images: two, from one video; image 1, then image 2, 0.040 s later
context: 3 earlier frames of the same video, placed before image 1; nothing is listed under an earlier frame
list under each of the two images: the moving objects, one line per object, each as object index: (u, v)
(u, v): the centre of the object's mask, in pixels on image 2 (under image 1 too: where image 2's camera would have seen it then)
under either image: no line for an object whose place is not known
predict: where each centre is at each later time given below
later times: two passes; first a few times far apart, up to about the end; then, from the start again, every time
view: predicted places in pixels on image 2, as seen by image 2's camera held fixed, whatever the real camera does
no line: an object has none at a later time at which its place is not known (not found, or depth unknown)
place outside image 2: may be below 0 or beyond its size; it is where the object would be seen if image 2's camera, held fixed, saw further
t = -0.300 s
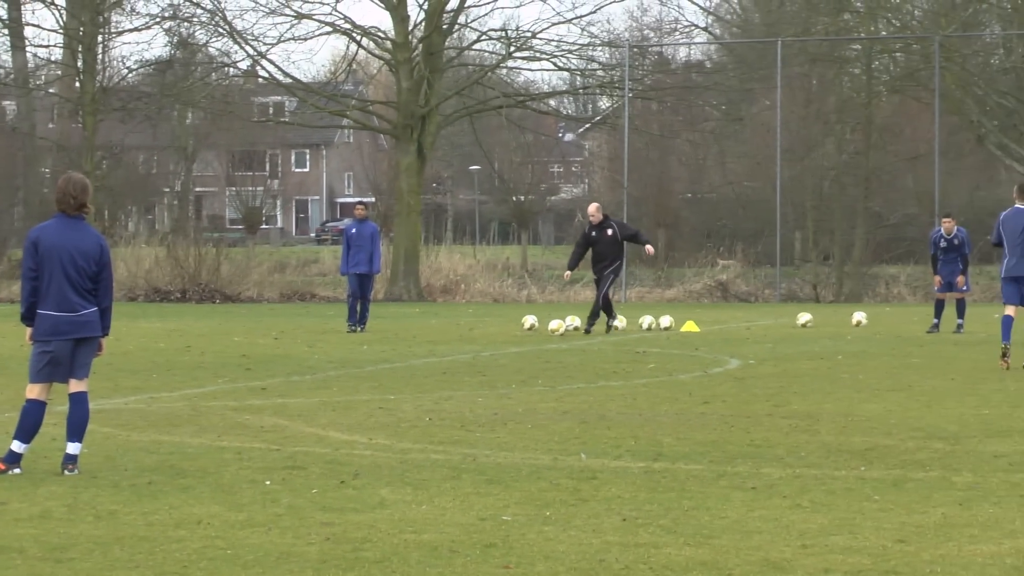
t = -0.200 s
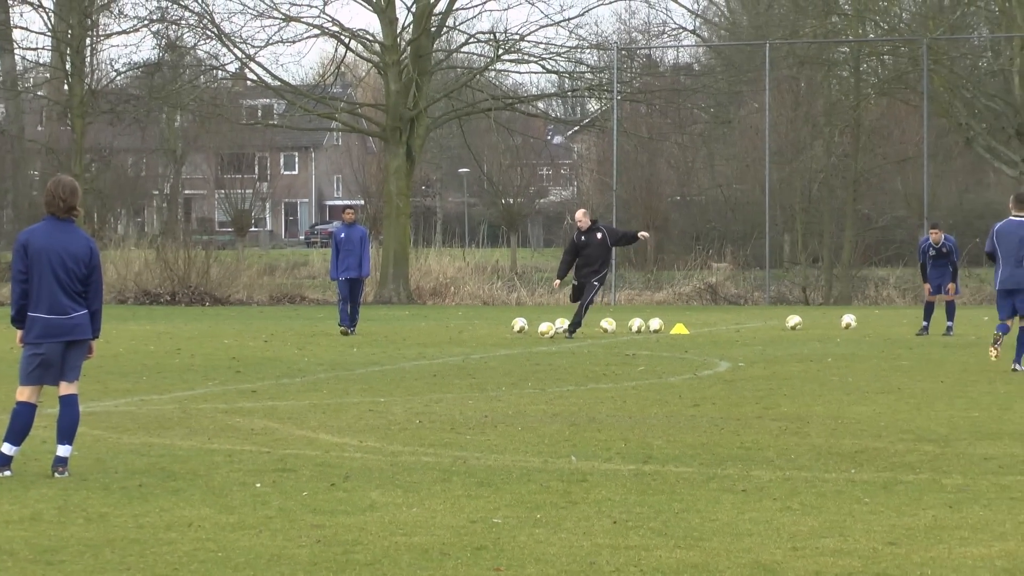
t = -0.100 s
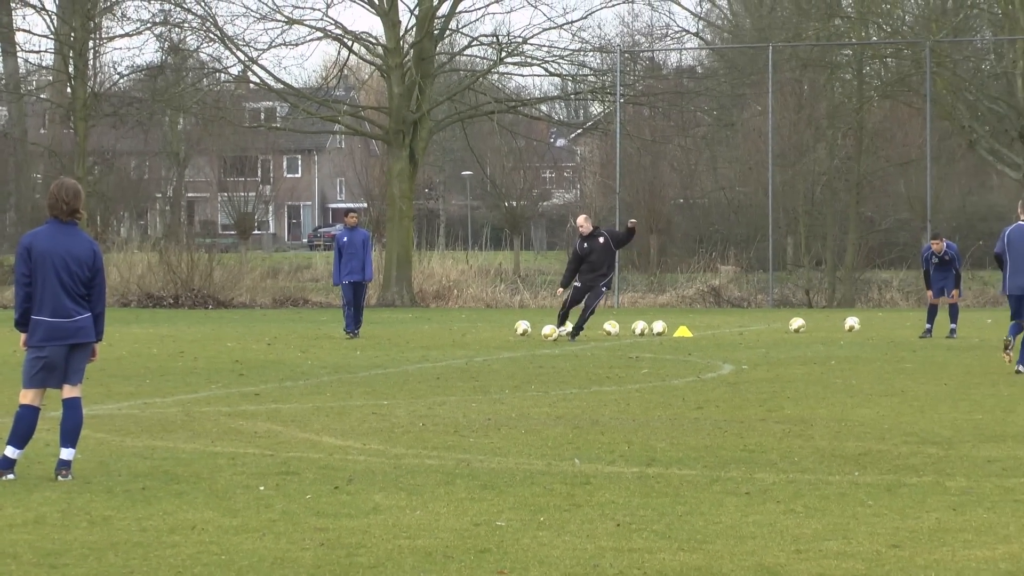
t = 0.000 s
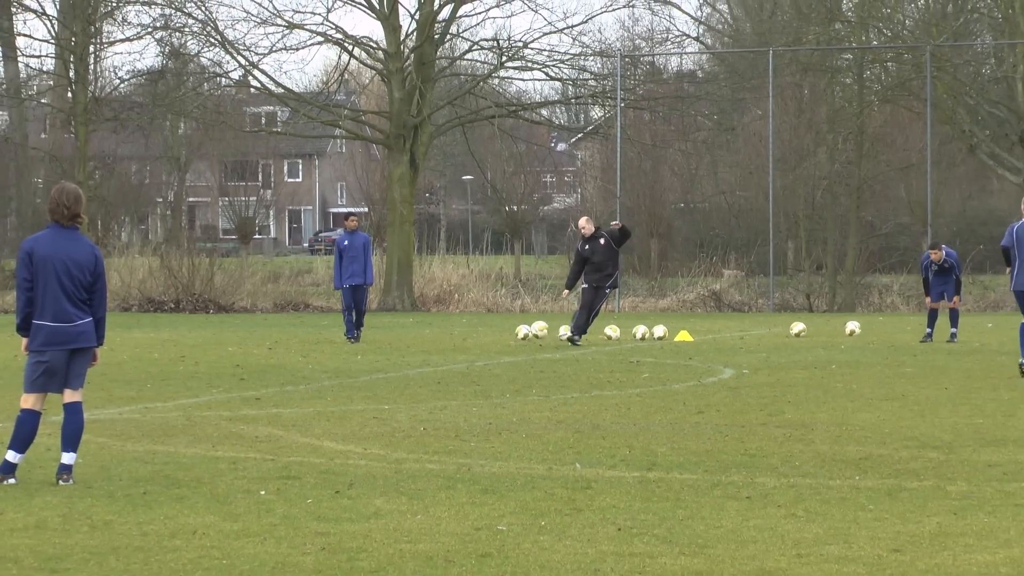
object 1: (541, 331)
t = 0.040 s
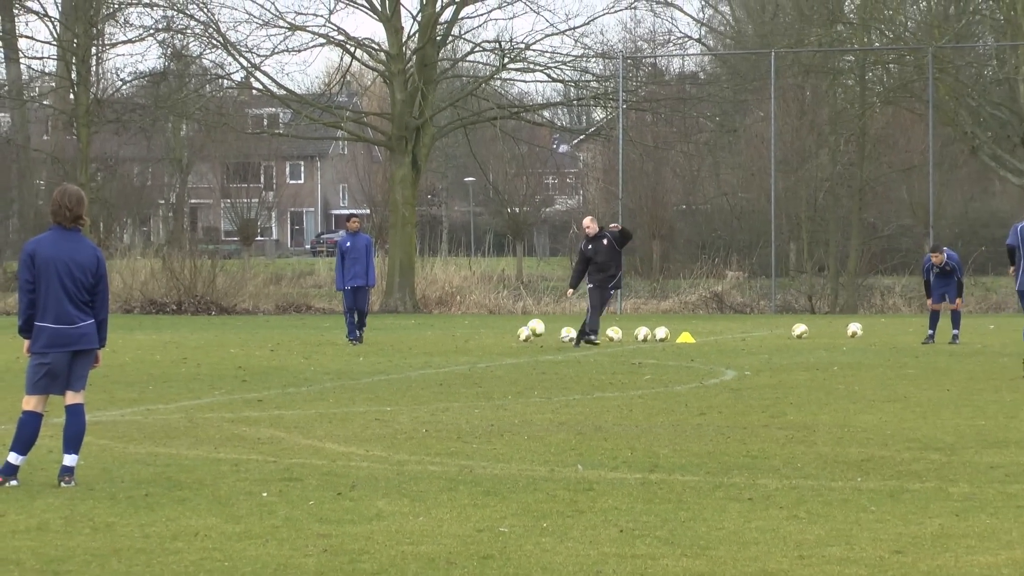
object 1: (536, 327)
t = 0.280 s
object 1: (505, 322)
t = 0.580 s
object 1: (477, 361)
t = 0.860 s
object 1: (460, 378)
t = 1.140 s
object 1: (452, 393)
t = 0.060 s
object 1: (533, 326)
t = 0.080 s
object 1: (531, 325)
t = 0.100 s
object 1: (528, 324)
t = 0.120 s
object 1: (525, 323)
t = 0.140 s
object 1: (523, 322)
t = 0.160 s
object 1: (520, 322)
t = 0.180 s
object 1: (517, 322)
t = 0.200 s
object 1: (515, 321)
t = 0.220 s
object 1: (512, 321)
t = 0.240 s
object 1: (510, 321)
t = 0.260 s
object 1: (508, 321)
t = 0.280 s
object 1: (505, 322)
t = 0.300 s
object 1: (503, 323)
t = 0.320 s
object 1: (501, 324)
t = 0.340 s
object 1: (499, 326)
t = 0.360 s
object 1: (497, 327)
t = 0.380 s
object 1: (495, 329)
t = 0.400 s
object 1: (493, 331)
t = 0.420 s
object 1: (491, 333)
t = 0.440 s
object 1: (489, 336)
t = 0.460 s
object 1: (488, 339)
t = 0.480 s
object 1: (486, 342)
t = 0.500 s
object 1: (484, 345)
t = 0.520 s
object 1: (482, 349)
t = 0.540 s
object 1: (480, 353)
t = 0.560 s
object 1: (478, 357)
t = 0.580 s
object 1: (477, 361)
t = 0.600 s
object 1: (475, 366)
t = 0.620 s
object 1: (474, 371)
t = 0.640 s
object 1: (472, 372)
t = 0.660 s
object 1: (471, 371)
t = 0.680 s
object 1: (470, 370)
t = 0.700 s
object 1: (468, 369)
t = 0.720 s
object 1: (467, 369)
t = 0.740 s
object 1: (466, 369)
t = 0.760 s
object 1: (465, 369)
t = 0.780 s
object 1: (463, 370)
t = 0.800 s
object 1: (462, 372)
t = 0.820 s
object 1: (461, 373)
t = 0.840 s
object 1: (460, 375)
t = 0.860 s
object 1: (460, 378)
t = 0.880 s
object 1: (459, 381)
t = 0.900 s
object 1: (458, 384)
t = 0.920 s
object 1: (457, 388)
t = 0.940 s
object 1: (457, 391)
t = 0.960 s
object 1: (456, 390)
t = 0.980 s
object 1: (456, 388)
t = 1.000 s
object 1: (455, 387)
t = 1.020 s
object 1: (455, 387)
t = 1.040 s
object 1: (454, 387)
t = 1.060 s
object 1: (453, 387)
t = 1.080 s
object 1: (453, 388)
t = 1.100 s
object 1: (453, 389)
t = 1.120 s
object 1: (452, 391)
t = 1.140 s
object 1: (452, 393)
